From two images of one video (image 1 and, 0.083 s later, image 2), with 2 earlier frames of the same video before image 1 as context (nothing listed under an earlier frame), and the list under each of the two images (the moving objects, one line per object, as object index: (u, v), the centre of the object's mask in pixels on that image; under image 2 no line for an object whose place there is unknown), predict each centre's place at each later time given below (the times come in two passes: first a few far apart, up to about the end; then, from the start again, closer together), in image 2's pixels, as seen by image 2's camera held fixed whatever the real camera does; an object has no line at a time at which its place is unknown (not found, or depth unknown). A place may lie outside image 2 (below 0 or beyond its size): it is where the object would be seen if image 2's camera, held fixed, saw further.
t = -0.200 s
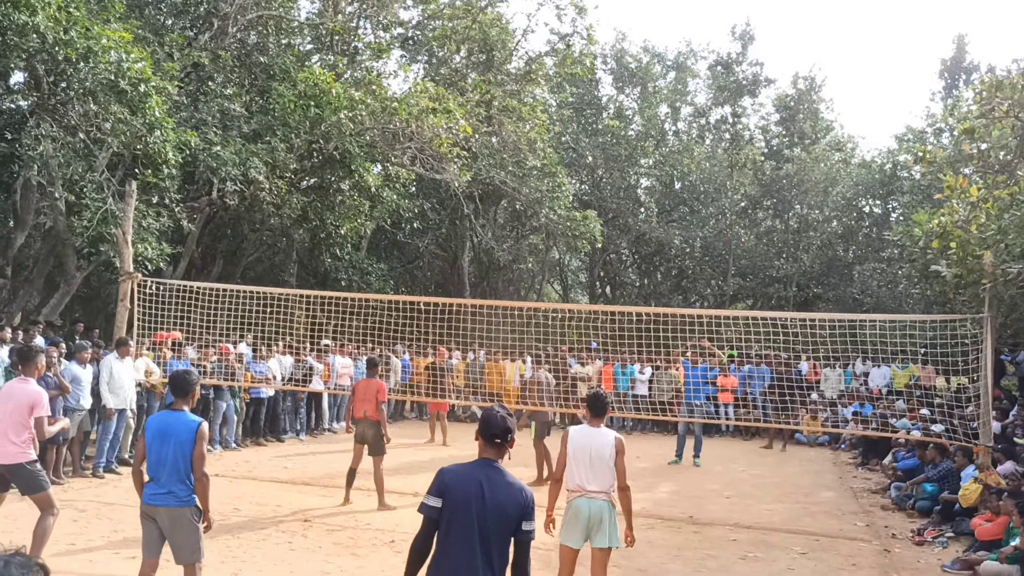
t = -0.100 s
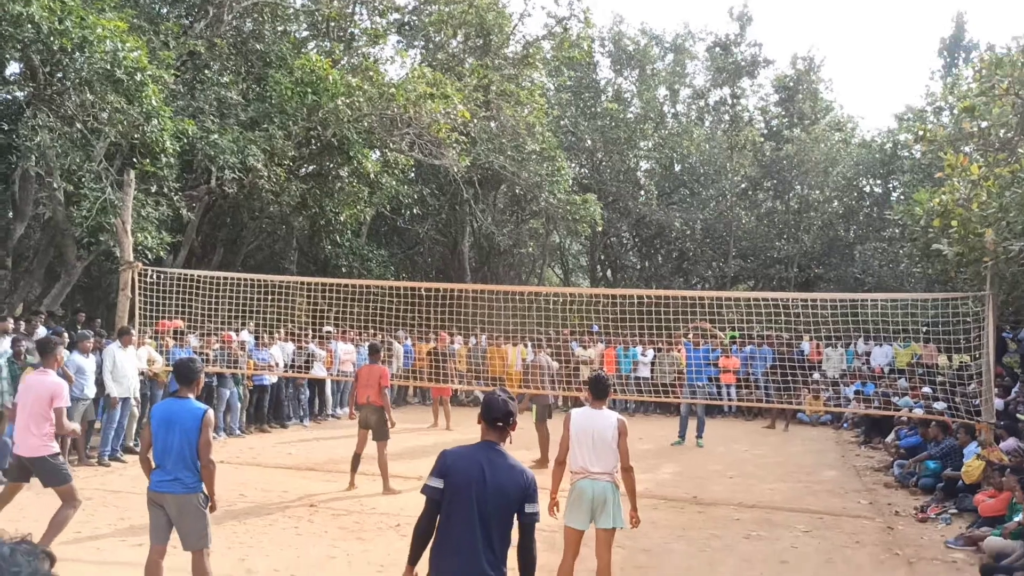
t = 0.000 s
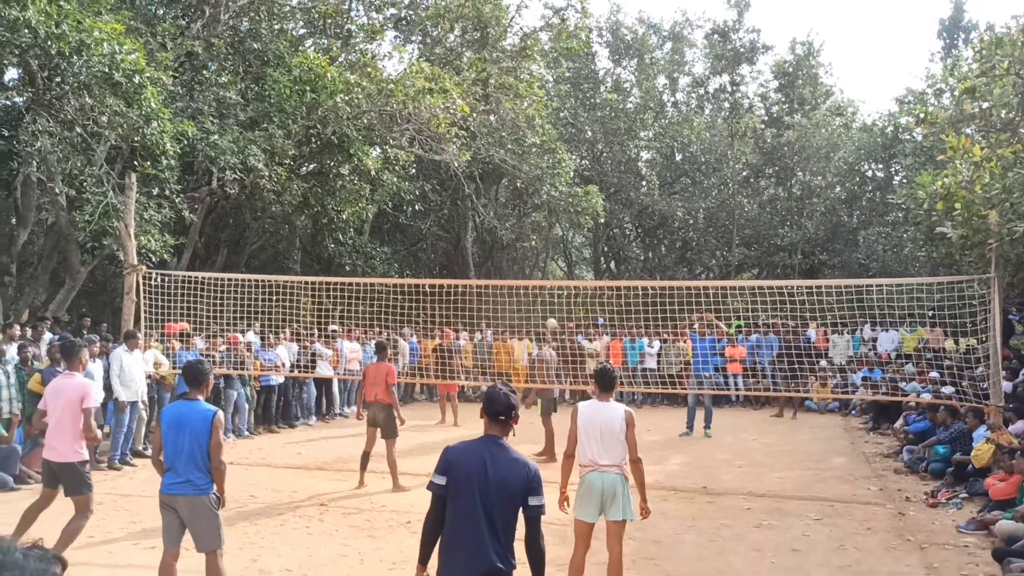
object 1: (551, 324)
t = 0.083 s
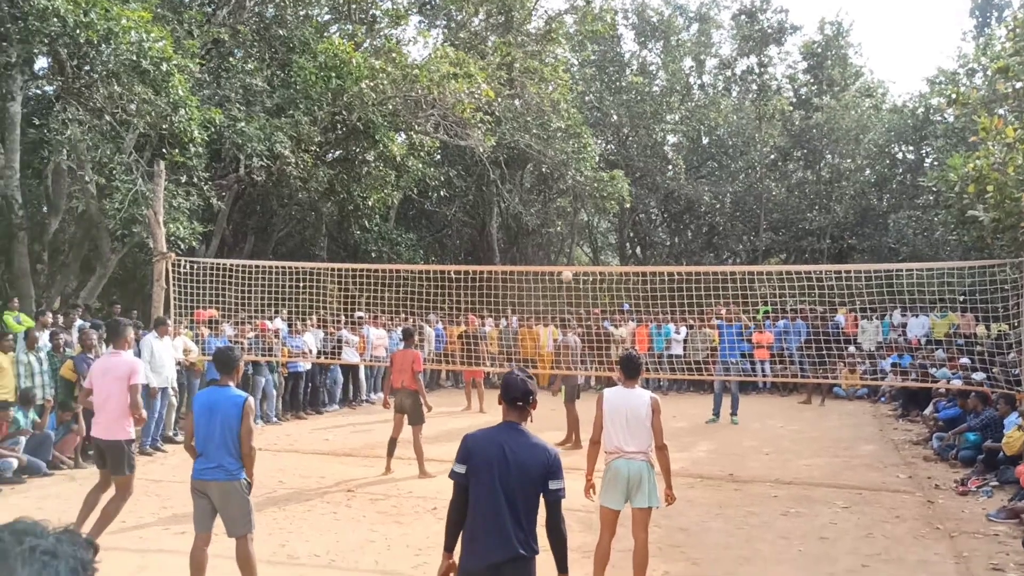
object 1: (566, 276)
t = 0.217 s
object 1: (548, 227)
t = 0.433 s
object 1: (514, 154)
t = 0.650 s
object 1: (475, 101)
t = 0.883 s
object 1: (420, 69)
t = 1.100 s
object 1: (358, 75)
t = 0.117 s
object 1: (562, 262)
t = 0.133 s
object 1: (560, 257)
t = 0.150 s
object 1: (557, 250)
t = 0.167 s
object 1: (555, 243)
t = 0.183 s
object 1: (553, 237)
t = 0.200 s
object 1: (550, 232)
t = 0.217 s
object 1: (548, 227)
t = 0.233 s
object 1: (545, 220)
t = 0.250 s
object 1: (543, 214)
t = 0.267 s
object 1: (540, 208)
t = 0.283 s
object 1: (538, 202)
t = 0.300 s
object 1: (535, 196)
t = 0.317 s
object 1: (533, 190)
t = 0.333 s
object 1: (530, 185)
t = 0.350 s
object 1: (528, 180)
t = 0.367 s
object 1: (525, 175)
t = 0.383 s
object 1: (523, 170)
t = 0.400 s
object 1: (520, 164)
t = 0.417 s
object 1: (517, 160)
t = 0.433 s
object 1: (514, 154)
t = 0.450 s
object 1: (511, 150)
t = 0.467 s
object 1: (509, 145)
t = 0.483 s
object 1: (506, 141)
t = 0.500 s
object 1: (504, 136)
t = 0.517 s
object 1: (500, 132)
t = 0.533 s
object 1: (497, 127)
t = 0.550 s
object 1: (494, 123)
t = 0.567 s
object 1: (491, 119)
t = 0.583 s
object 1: (489, 116)
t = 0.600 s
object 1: (485, 112)
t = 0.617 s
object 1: (482, 108)
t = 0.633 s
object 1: (478, 104)
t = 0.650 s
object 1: (475, 101)
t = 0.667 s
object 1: (472, 98)
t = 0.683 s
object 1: (468, 94)
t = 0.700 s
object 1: (465, 92)
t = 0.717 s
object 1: (462, 89)
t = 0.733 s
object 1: (457, 86)
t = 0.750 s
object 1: (453, 83)
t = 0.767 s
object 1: (449, 80)
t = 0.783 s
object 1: (445, 79)
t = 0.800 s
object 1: (441, 76)
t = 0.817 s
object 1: (437, 74)
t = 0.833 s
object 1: (432, 73)
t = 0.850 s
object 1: (429, 71)
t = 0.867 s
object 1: (425, 70)
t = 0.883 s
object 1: (420, 69)
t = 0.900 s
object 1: (416, 68)
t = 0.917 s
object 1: (410, 68)
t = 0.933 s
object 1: (407, 66)
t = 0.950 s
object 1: (403, 66)
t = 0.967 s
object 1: (398, 66)
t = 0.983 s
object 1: (393, 66)
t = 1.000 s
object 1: (388, 66)
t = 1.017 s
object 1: (383, 67)
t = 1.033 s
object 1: (379, 68)
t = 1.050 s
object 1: (373, 70)
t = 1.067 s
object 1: (368, 71)
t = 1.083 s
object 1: (363, 73)
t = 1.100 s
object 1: (358, 75)
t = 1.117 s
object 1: (352, 77)
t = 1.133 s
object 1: (347, 80)
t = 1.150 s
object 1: (341, 83)
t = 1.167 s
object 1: (336, 87)
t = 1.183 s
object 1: (330, 91)
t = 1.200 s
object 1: (324, 95)
